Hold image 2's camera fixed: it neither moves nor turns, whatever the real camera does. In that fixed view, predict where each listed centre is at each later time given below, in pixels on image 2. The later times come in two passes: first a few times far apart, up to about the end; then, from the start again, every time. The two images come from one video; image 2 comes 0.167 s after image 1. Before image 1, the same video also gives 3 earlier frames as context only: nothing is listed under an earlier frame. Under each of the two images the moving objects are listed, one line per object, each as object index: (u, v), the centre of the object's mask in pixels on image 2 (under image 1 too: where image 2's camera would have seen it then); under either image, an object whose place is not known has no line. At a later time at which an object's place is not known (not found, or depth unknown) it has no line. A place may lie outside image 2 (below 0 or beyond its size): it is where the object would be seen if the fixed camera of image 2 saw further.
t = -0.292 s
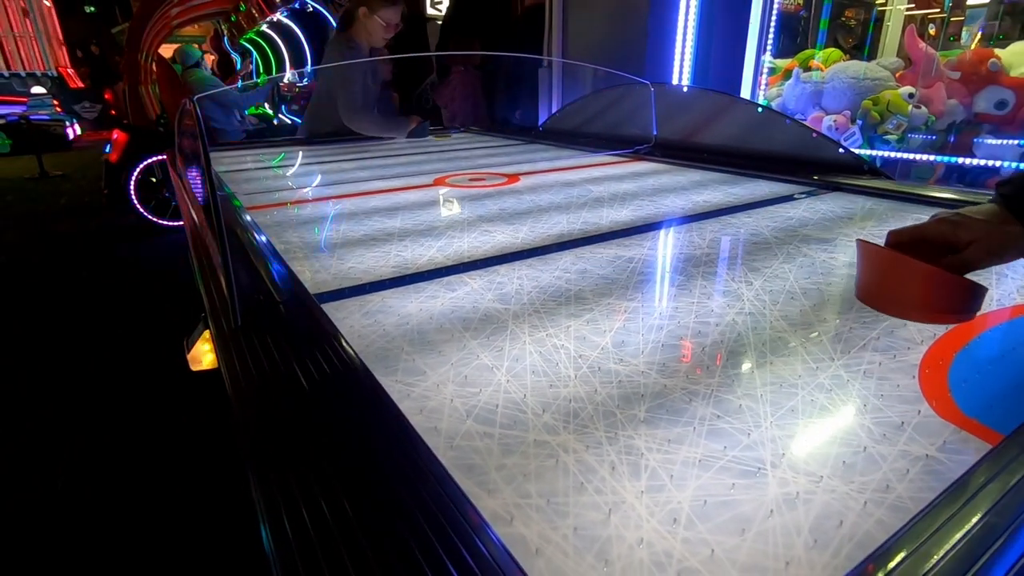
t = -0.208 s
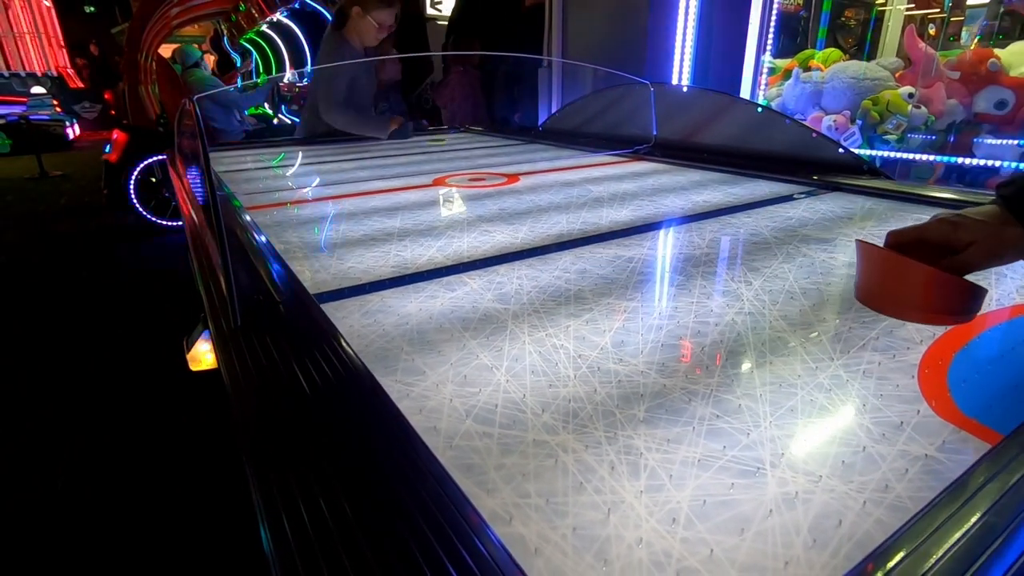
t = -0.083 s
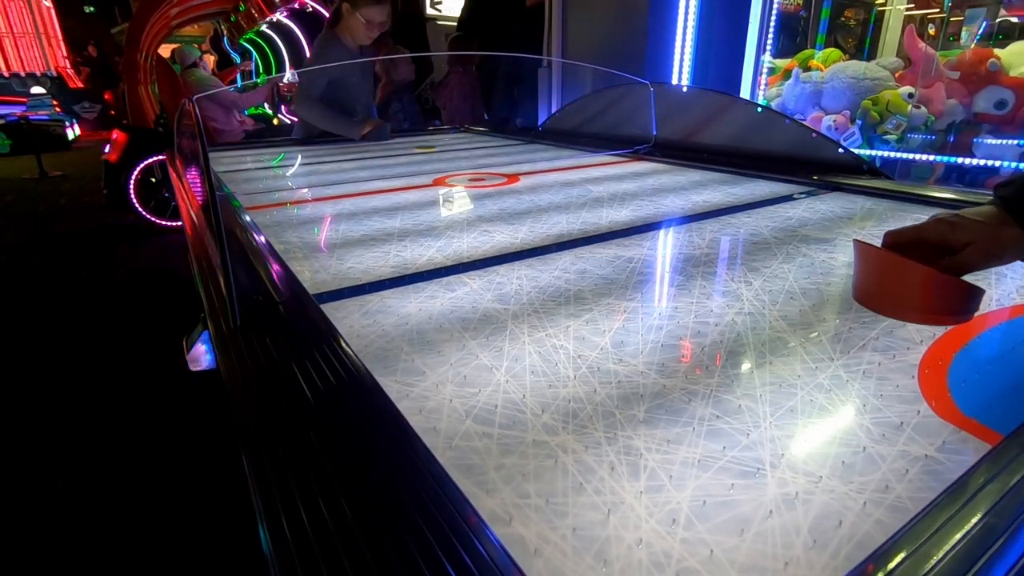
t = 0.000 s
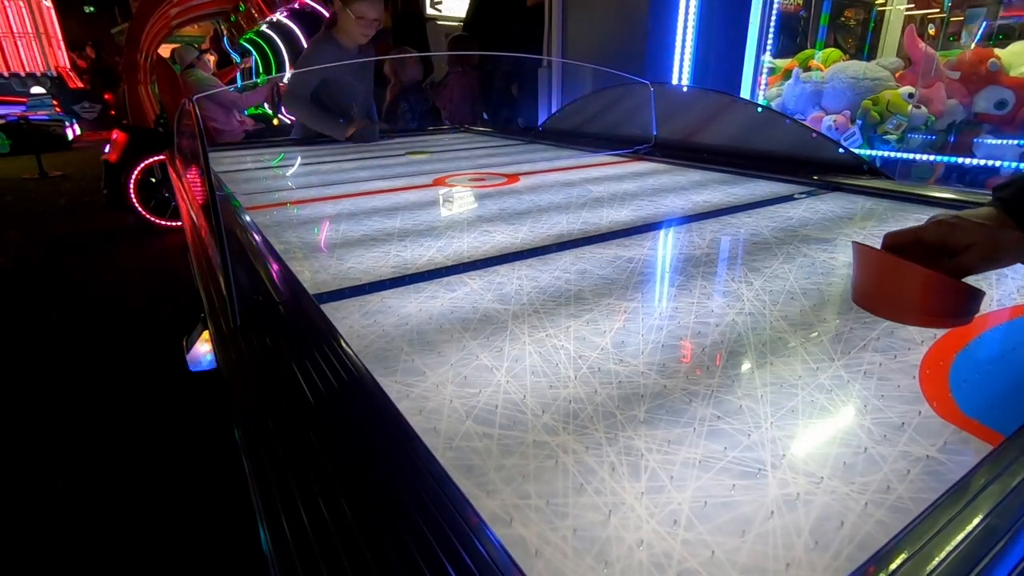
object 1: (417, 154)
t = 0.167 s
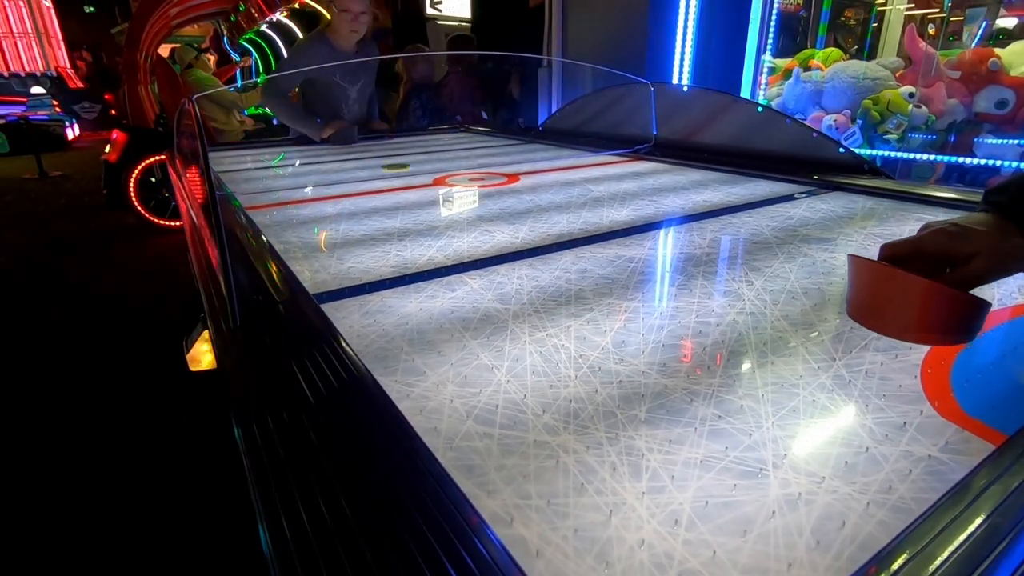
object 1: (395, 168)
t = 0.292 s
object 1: (374, 182)
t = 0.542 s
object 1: (299, 229)
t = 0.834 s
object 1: (486, 278)
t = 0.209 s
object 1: (389, 172)
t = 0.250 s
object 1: (381, 176)
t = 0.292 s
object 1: (374, 182)
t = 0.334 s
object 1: (364, 186)
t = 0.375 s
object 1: (354, 193)
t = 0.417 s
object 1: (343, 201)
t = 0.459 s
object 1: (330, 209)
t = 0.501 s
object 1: (316, 218)
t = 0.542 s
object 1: (299, 229)
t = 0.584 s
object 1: (287, 240)
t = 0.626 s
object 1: (299, 248)
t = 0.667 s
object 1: (328, 254)
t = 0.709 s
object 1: (363, 259)
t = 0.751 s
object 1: (401, 265)
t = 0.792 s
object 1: (442, 271)
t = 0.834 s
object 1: (486, 278)
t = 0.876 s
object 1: (532, 285)
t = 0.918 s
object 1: (584, 293)
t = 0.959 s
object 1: (640, 301)
